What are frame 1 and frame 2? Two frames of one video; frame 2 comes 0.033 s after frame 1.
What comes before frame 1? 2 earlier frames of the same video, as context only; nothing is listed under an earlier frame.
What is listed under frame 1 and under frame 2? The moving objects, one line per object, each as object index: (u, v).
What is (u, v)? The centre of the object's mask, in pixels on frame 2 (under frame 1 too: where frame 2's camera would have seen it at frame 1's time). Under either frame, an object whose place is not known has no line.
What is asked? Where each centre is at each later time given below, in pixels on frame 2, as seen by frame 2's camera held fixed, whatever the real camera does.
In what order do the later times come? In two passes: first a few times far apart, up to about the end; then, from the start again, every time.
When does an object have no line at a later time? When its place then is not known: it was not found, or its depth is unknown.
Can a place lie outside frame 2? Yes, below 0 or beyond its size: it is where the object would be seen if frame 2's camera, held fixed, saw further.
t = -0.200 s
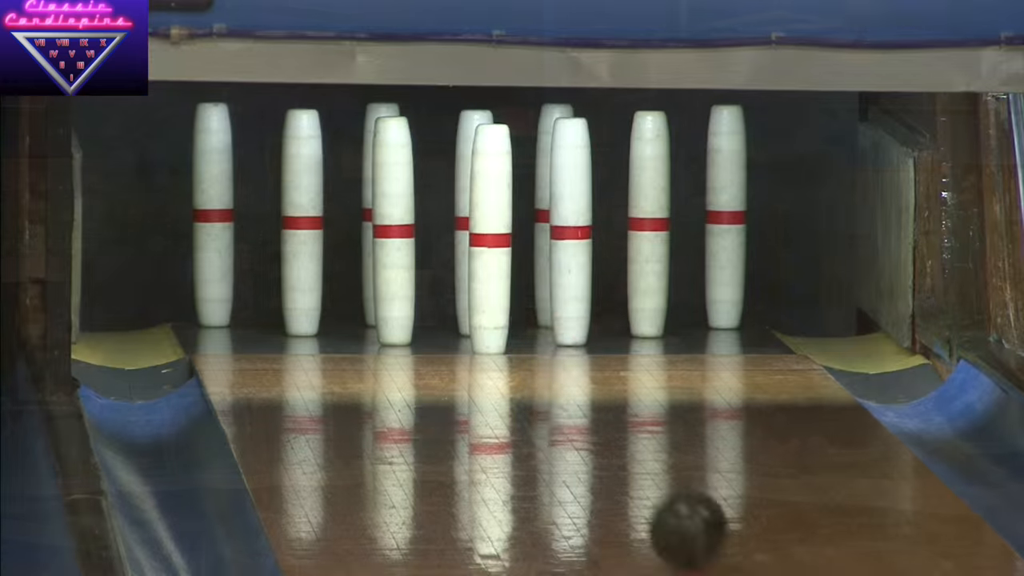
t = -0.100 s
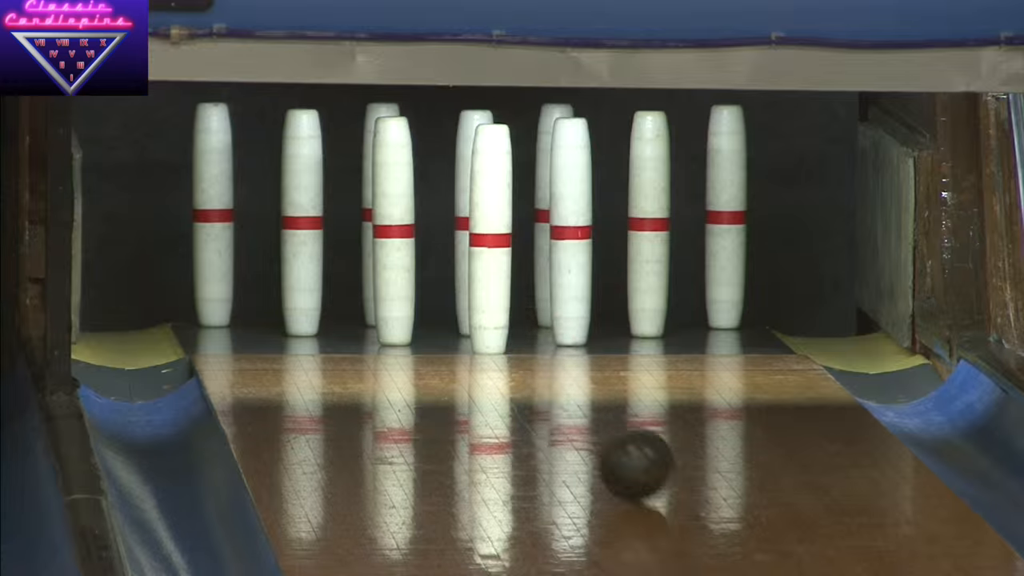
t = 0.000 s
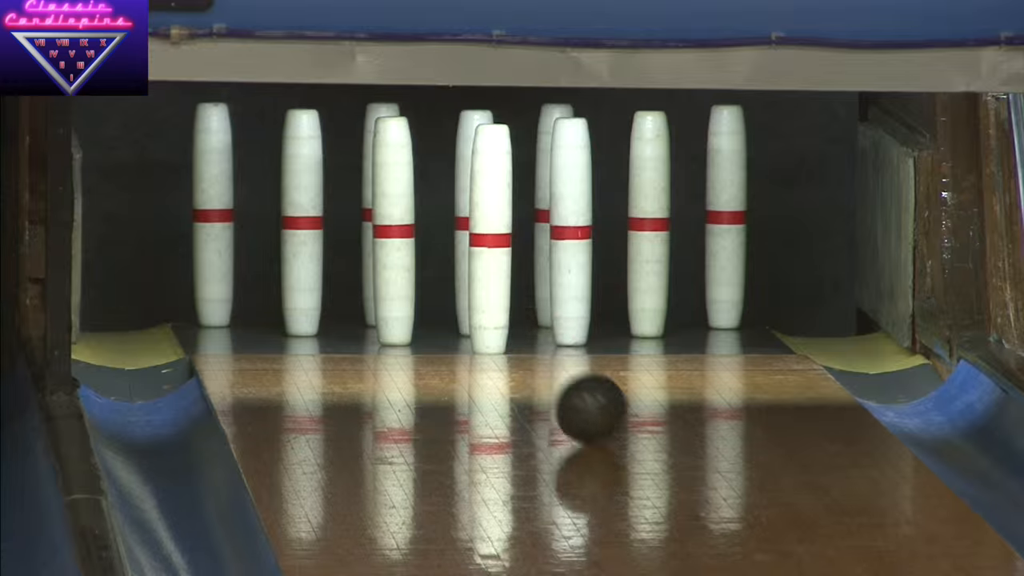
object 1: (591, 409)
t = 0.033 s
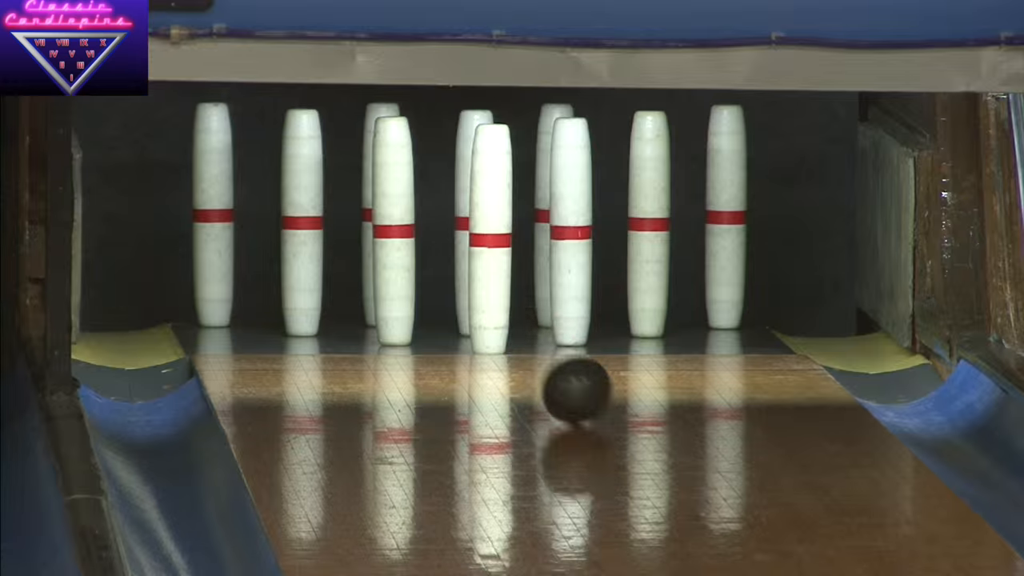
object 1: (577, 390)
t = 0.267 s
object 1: (594, 309)
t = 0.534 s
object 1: (824, 311)
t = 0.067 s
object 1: (562, 372)
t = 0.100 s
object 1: (548, 355)
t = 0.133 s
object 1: (536, 340)
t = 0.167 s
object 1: (525, 327)
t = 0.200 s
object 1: (522, 318)
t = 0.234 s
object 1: (567, 315)
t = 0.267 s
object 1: (594, 309)
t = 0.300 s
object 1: (625, 308)
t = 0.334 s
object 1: (656, 306)
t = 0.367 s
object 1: (697, 306)
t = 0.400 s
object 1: (726, 301)
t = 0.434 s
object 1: (763, 303)
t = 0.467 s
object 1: (790, 302)
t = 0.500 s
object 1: (817, 308)
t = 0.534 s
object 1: (824, 311)
